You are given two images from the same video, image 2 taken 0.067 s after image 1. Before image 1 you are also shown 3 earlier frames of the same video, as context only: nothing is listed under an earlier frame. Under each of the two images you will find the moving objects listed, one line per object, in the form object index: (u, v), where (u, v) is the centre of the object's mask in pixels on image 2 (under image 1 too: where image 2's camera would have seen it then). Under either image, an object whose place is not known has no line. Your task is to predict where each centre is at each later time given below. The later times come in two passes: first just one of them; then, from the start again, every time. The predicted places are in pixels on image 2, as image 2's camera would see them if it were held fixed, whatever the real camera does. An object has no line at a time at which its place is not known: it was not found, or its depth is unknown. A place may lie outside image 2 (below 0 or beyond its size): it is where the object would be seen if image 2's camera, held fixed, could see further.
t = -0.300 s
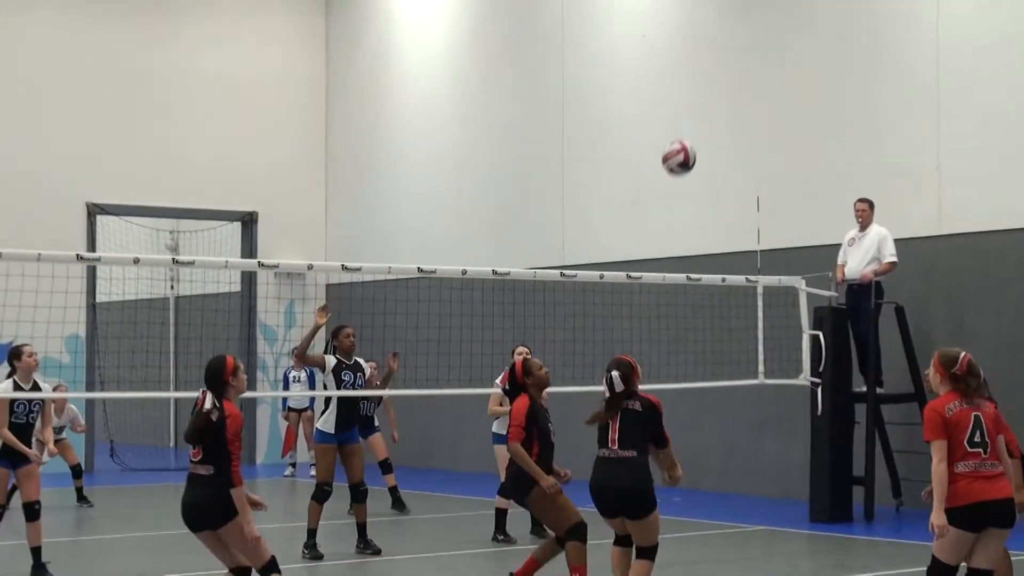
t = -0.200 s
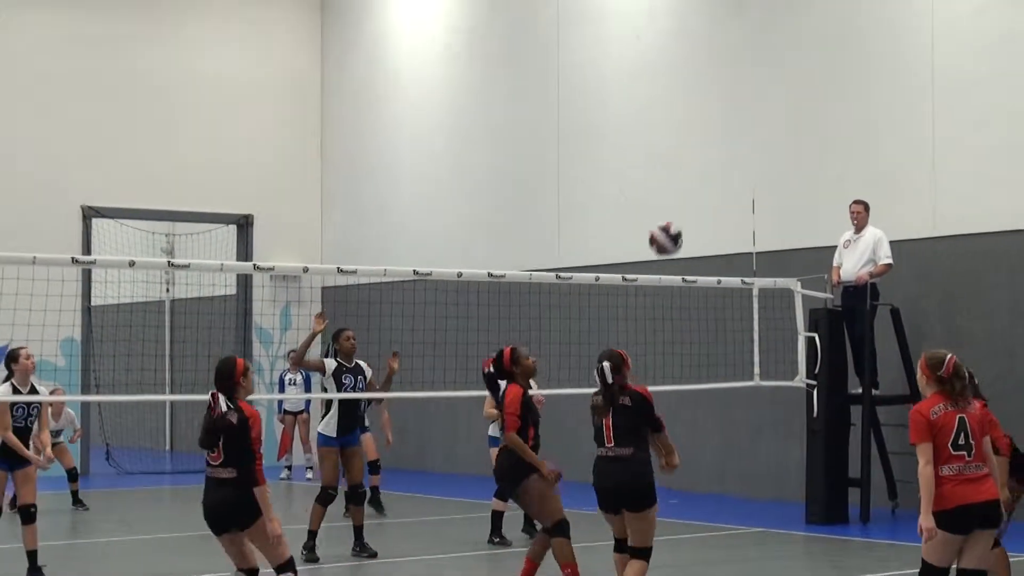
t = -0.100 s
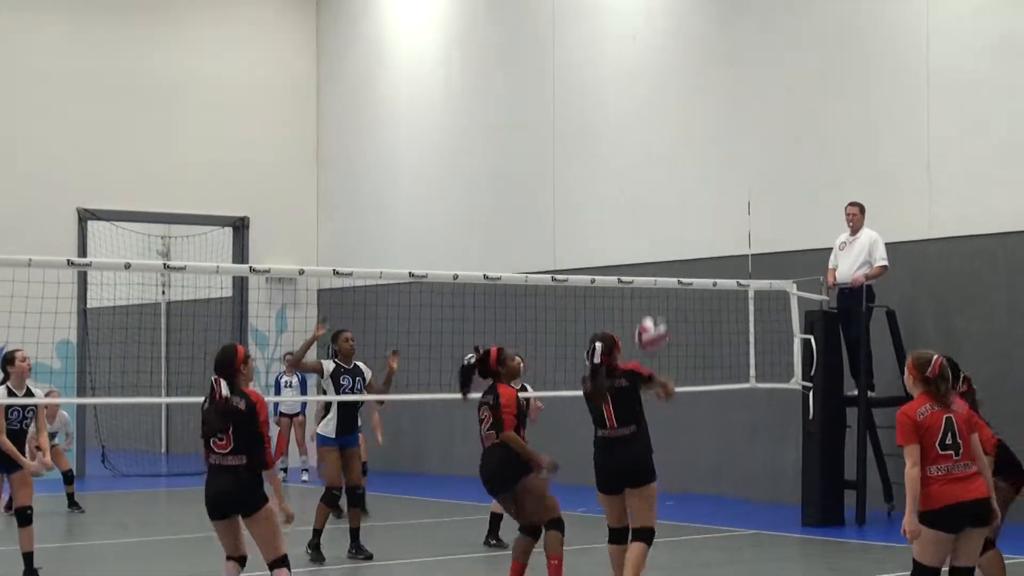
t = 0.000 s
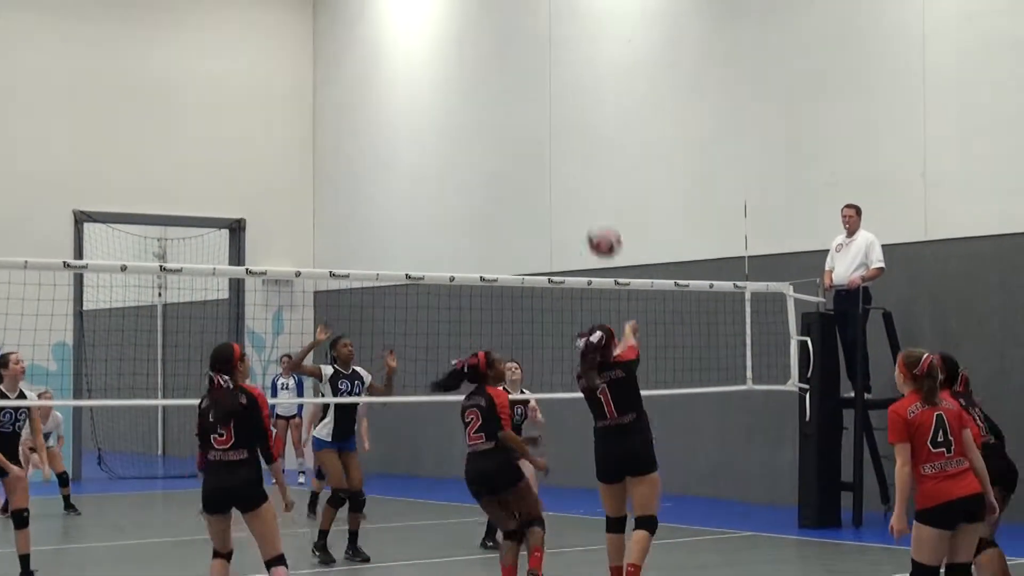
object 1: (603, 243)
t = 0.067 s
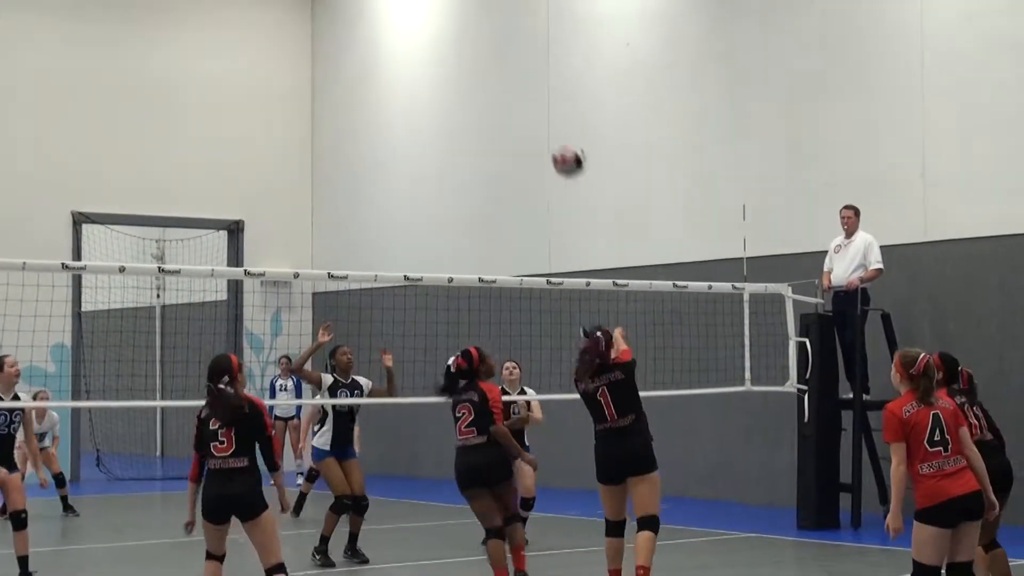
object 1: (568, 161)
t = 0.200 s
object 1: (505, 25)
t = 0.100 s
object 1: (552, 124)
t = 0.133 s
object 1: (536, 87)
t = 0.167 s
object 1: (520, 54)
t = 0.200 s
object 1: (505, 25)
